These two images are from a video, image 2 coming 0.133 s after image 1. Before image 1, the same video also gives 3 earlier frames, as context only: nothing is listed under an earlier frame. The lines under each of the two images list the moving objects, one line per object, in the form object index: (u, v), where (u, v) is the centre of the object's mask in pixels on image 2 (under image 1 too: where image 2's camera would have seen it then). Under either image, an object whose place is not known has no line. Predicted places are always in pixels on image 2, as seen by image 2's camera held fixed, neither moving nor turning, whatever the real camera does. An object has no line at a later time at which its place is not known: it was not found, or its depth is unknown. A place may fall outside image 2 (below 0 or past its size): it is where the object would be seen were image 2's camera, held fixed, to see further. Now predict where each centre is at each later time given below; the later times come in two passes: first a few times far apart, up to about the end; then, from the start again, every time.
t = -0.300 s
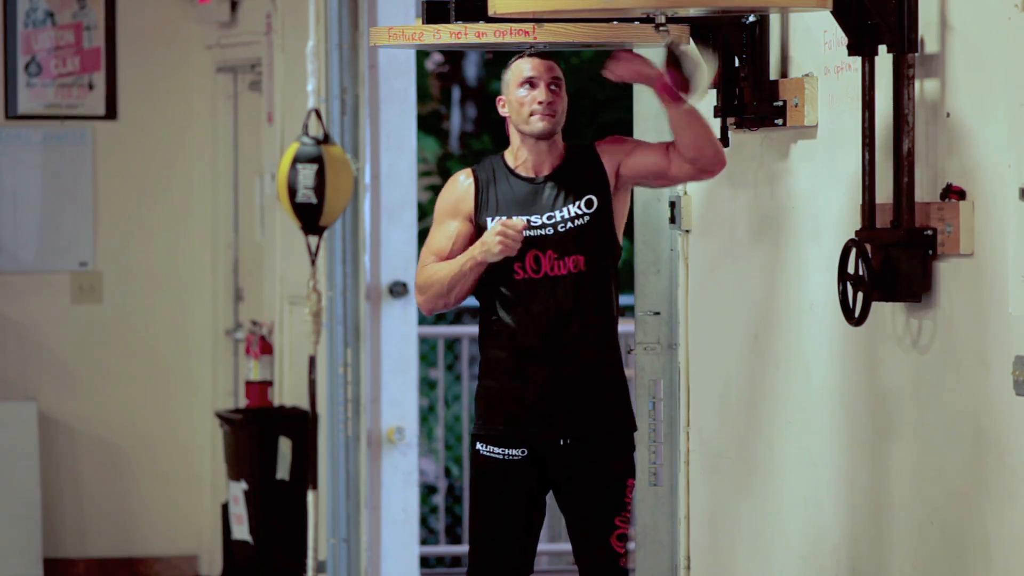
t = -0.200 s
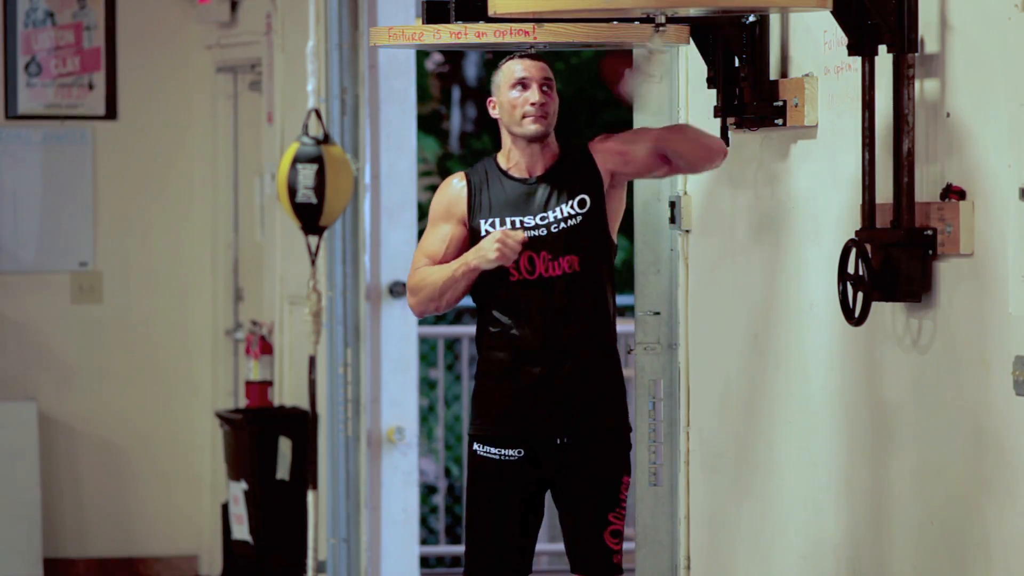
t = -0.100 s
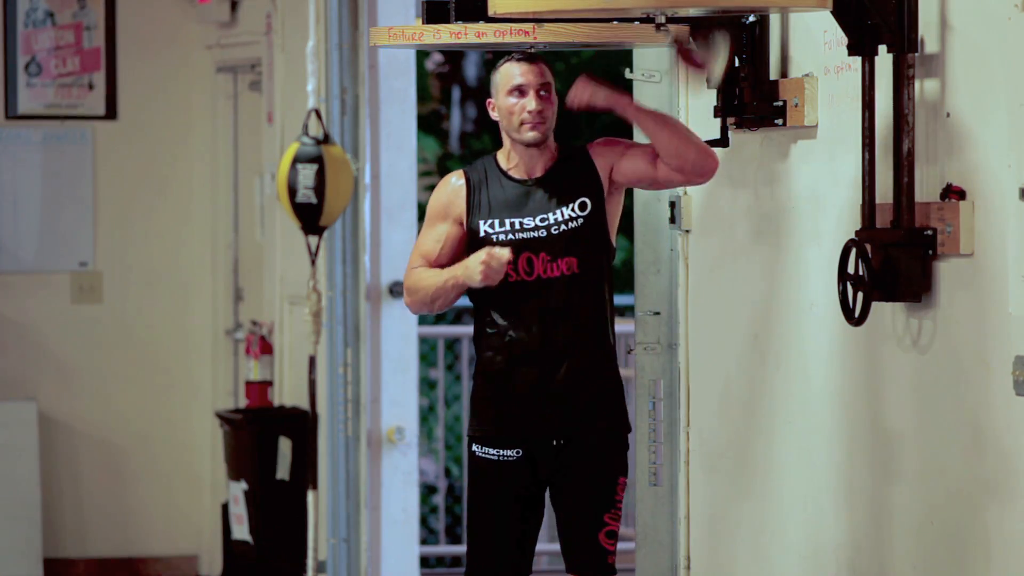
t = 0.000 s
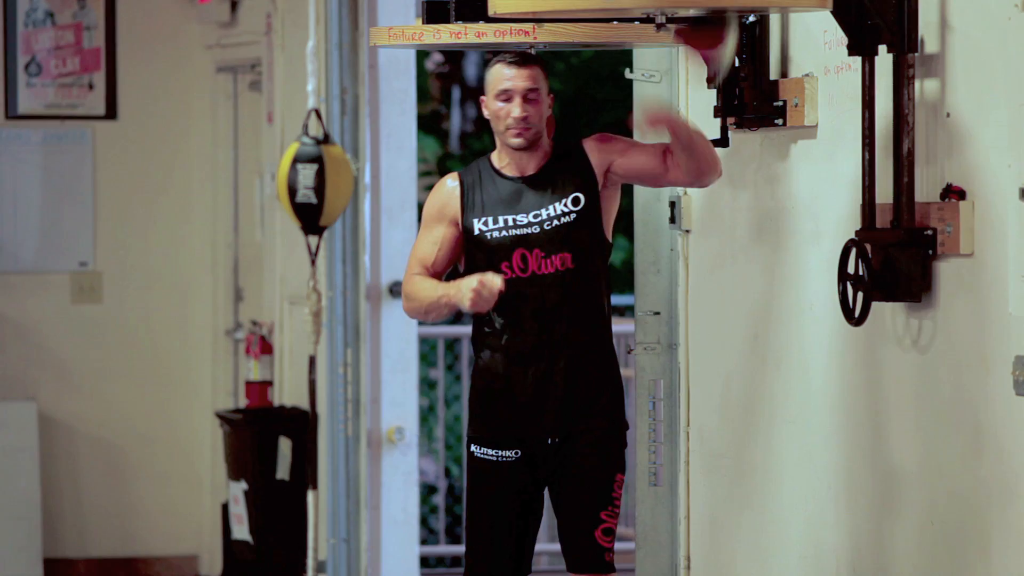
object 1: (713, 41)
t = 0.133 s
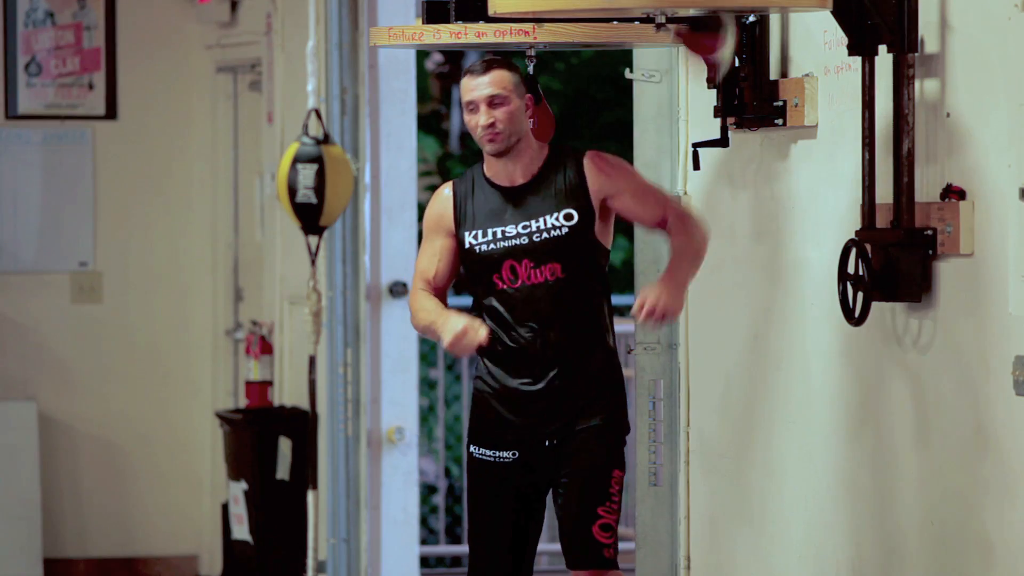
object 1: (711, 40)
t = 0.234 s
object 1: (618, 46)
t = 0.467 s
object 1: (622, 43)
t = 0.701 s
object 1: (660, 87)
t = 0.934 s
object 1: (675, 81)
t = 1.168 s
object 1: (651, 86)
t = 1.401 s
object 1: (689, 70)
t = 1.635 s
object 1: (628, 59)
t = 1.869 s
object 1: (616, 69)
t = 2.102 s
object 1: (705, 65)
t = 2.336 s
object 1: (693, 73)
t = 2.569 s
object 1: (622, 76)
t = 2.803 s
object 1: (665, 81)
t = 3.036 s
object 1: (680, 76)
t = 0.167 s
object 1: (688, 75)
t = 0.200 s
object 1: (636, 80)
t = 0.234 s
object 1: (618, 46)
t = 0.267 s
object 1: (643, 81)
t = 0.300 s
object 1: (690, 75)
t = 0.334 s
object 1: (707, 39)
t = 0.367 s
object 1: (694, 67)
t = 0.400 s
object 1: (654, 87)
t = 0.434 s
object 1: (633, 72)
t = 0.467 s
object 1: (622, 43)
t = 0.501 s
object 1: (629, 68)
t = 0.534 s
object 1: (663, 85)
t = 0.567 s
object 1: (686, 75)
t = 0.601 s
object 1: (699, 49)
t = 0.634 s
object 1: (695, 43)
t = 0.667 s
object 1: (680, 72)
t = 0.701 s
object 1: (660, 87)
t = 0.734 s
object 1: (644, 83)
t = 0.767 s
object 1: (636, 66)
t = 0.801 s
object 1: (635, 42)
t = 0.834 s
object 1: (643, 62)
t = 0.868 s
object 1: (657, 79)
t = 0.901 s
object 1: (669, 86)
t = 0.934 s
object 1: (675, 81)
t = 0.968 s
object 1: (678, 68)
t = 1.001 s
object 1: (674, 49)
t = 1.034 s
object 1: (670, 38)
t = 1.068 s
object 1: (662, 58)
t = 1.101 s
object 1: (656, 75)
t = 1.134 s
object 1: (651, 85)
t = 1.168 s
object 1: (651, 86)
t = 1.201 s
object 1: (654, 82)
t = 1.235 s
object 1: (660, 69)
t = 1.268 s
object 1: (668, 55)
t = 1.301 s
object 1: (676, 43)
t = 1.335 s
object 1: (681, 45)
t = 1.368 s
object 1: (687, 61)
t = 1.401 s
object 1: (689, 70)
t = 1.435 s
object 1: (687, 76)
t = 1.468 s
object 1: (681, 84)
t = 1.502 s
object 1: (672, 86)
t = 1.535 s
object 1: (660, 81)
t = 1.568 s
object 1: (647, 77)
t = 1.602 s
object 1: (636, 68)
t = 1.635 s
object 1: (628, 59)
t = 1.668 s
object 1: (621, 54)
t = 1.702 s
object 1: (616, 51)
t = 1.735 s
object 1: (613, 51)
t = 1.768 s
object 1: (611, 52)
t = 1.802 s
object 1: (611, 57)
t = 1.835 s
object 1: (612, 63)
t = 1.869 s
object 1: (616, 69)
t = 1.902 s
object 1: (624, 75)
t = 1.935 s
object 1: (636, 81)
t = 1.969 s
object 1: (651, 84)
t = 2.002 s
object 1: (674, 82)
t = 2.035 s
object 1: (685, 76)
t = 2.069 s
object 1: (696, 72)
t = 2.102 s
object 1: (705, 65)
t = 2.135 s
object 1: (710, 60)
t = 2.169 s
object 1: (712, 58)
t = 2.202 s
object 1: (713, 57)
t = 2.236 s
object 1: (712, 59)
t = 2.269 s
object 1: (708, 62)
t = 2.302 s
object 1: (702, 67)
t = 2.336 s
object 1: (693, 73)
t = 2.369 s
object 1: (682, 77)
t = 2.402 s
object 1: (666, 82)
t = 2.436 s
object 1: (653, 83)
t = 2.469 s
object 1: (641, 83)
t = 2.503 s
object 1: (632, 79)
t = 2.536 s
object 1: (627, 76)
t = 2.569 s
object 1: (622, 76)
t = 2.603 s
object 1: (622, 74)
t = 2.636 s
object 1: (625, 72)
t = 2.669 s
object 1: (629, 73)
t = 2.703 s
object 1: (635, 75)
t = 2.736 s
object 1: (644, 77)
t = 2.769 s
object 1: (655, 80)
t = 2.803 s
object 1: (665, 81)
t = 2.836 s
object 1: (674, 81)
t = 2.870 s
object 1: (682, 78)
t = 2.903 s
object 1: (685, 78)
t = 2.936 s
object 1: (687, 78)
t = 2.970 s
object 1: (687, 78)
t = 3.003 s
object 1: (684, 76)
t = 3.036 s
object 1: (680, 76)
